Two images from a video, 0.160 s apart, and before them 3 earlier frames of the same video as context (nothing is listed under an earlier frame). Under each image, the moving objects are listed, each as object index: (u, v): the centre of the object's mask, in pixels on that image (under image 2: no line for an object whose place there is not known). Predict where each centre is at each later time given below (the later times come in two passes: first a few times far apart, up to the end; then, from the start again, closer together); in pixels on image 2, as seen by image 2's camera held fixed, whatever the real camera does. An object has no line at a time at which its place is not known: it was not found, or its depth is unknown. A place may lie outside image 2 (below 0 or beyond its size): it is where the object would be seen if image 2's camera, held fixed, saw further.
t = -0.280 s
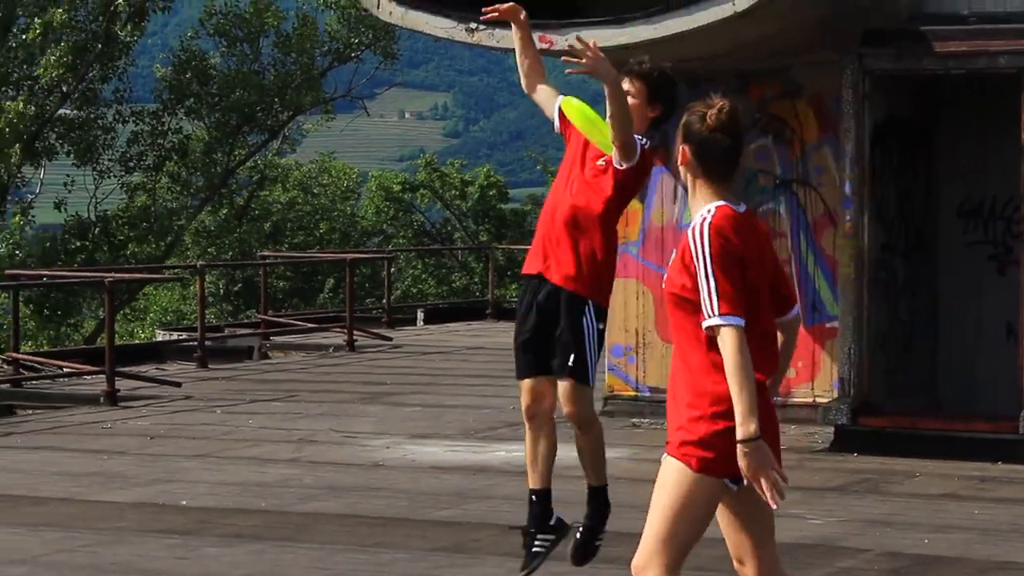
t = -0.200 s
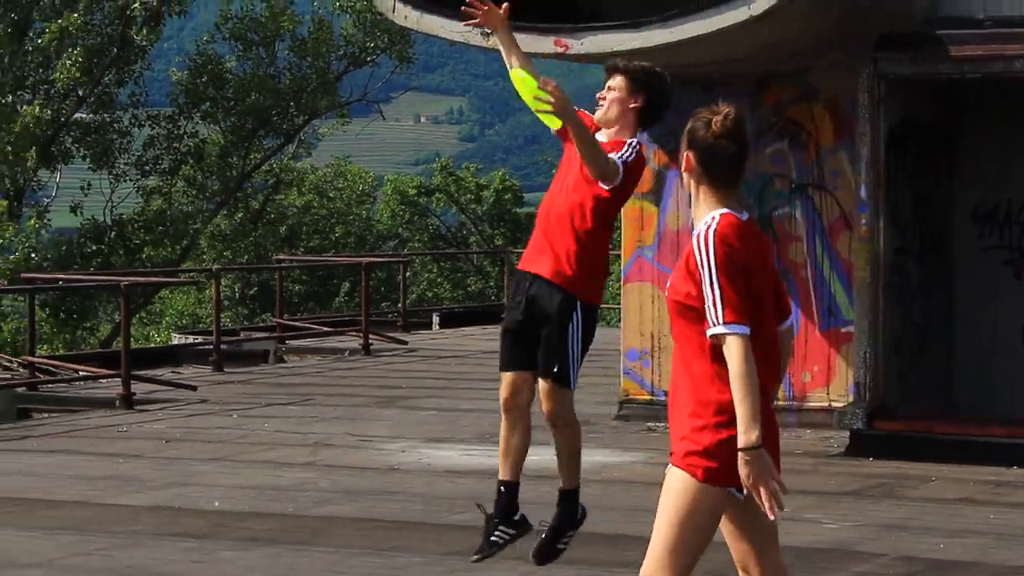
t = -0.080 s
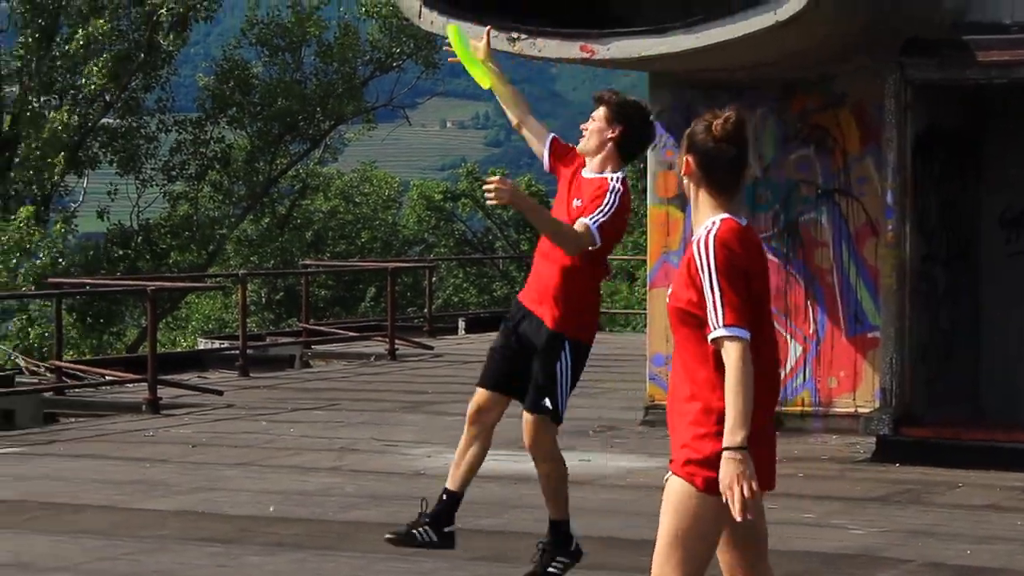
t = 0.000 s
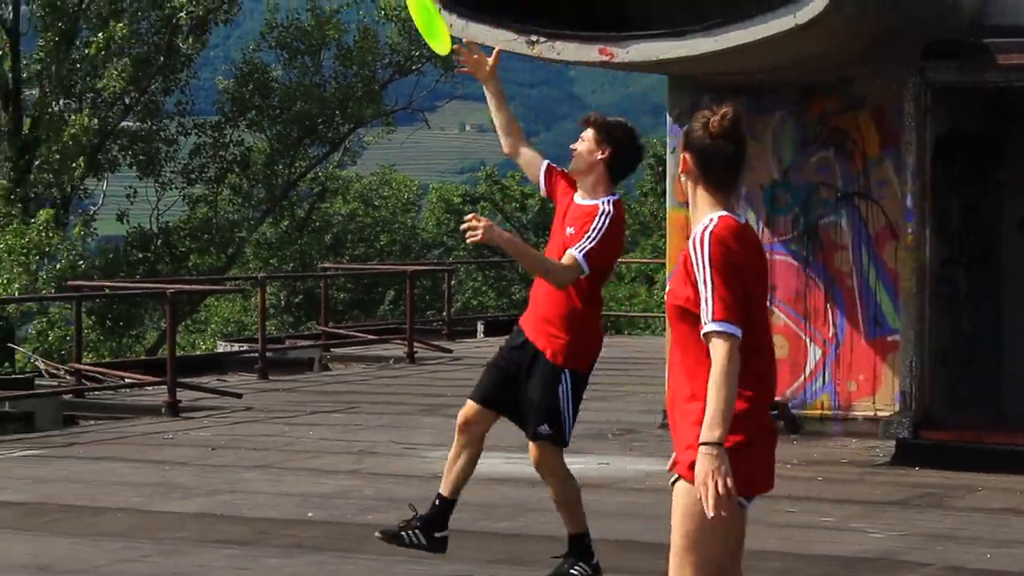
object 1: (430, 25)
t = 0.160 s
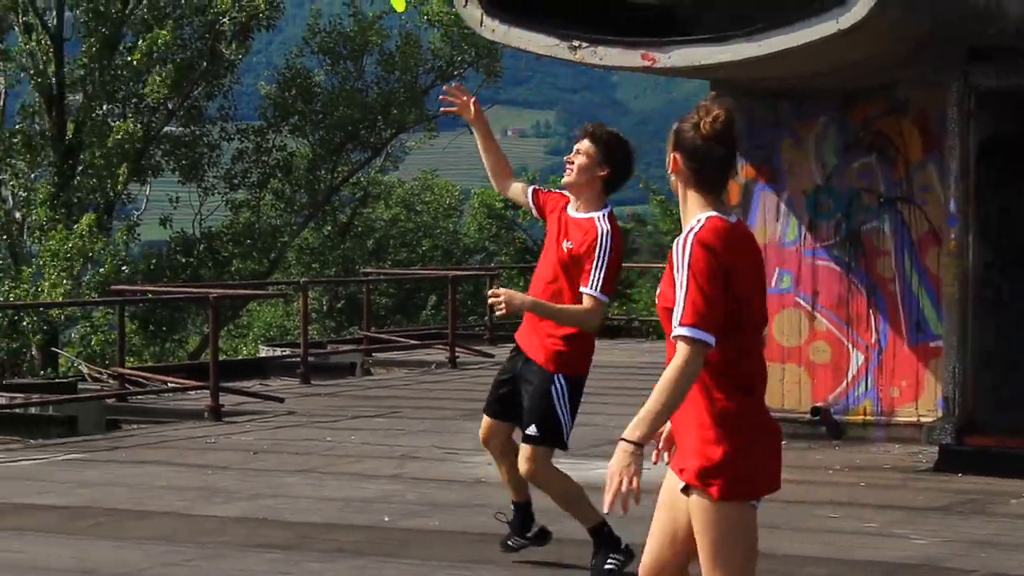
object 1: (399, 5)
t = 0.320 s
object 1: (348, 2)
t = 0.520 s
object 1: (310, 57)
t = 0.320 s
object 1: (348, 2)
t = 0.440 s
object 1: (319, 18)
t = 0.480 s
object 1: (312, 33)
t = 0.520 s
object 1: (310, 57)
